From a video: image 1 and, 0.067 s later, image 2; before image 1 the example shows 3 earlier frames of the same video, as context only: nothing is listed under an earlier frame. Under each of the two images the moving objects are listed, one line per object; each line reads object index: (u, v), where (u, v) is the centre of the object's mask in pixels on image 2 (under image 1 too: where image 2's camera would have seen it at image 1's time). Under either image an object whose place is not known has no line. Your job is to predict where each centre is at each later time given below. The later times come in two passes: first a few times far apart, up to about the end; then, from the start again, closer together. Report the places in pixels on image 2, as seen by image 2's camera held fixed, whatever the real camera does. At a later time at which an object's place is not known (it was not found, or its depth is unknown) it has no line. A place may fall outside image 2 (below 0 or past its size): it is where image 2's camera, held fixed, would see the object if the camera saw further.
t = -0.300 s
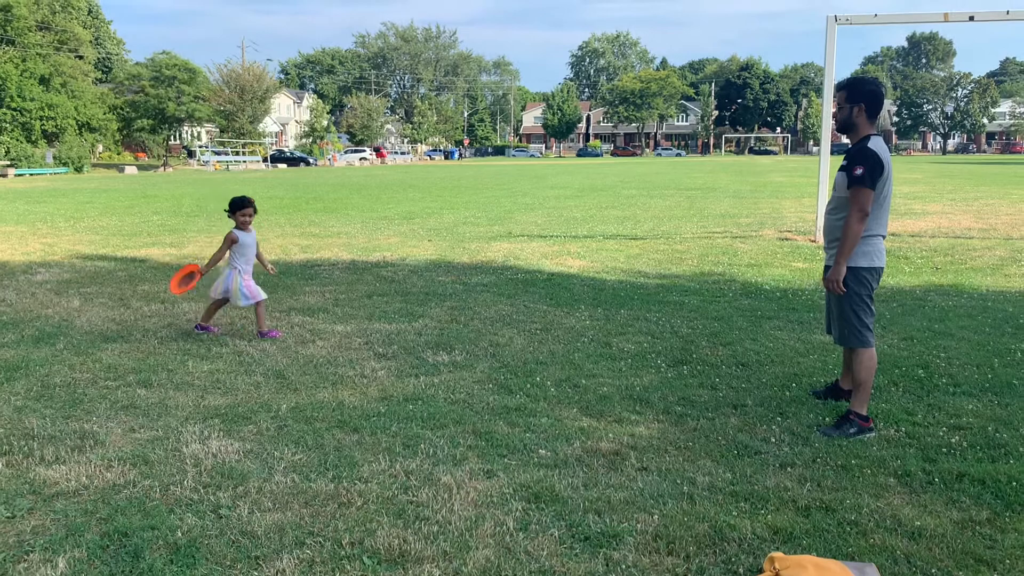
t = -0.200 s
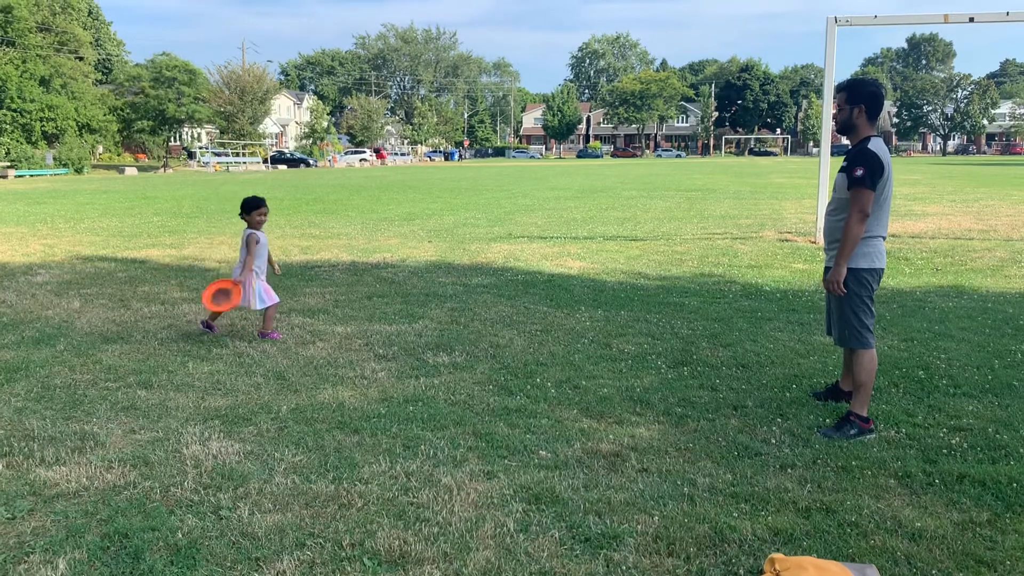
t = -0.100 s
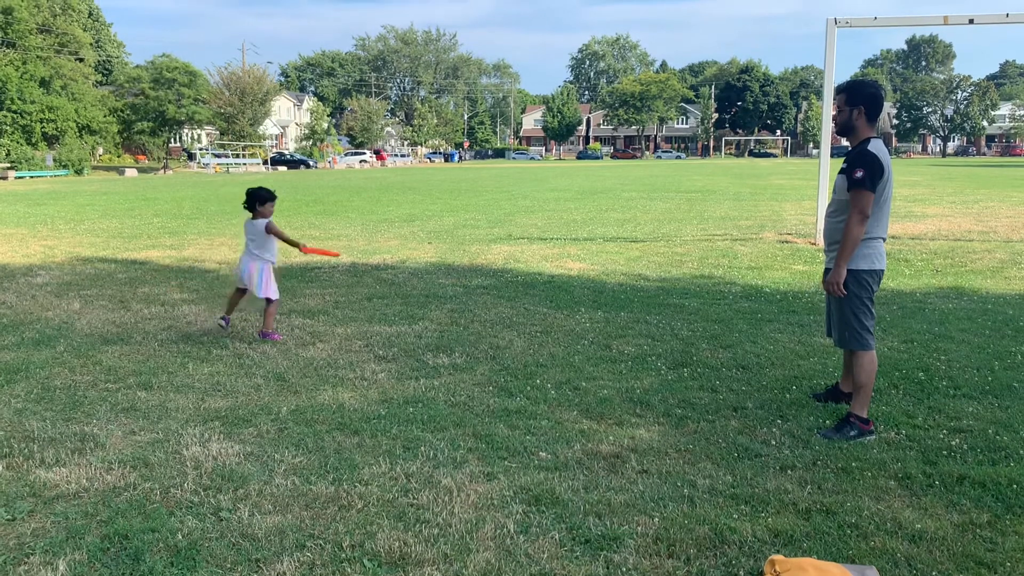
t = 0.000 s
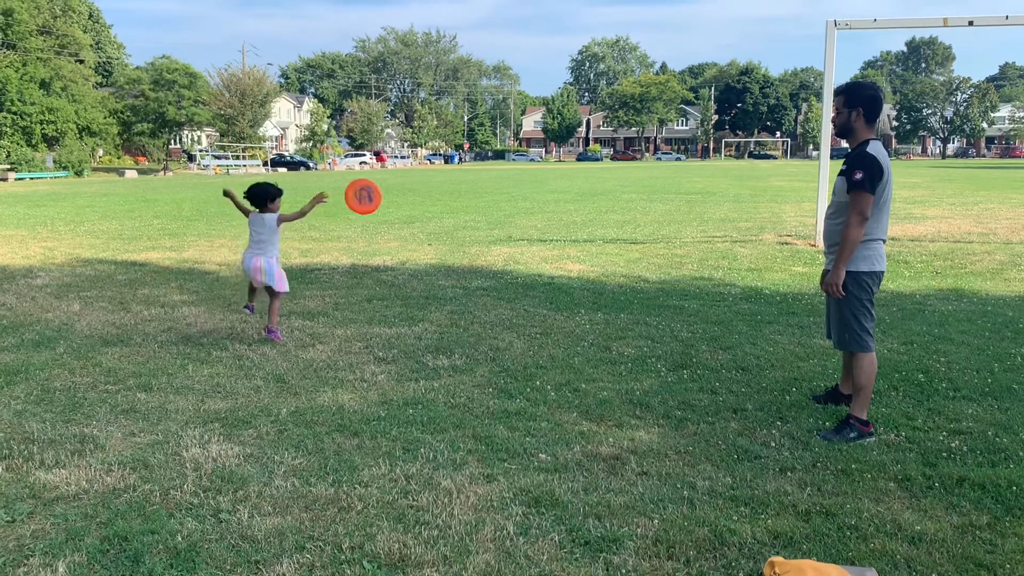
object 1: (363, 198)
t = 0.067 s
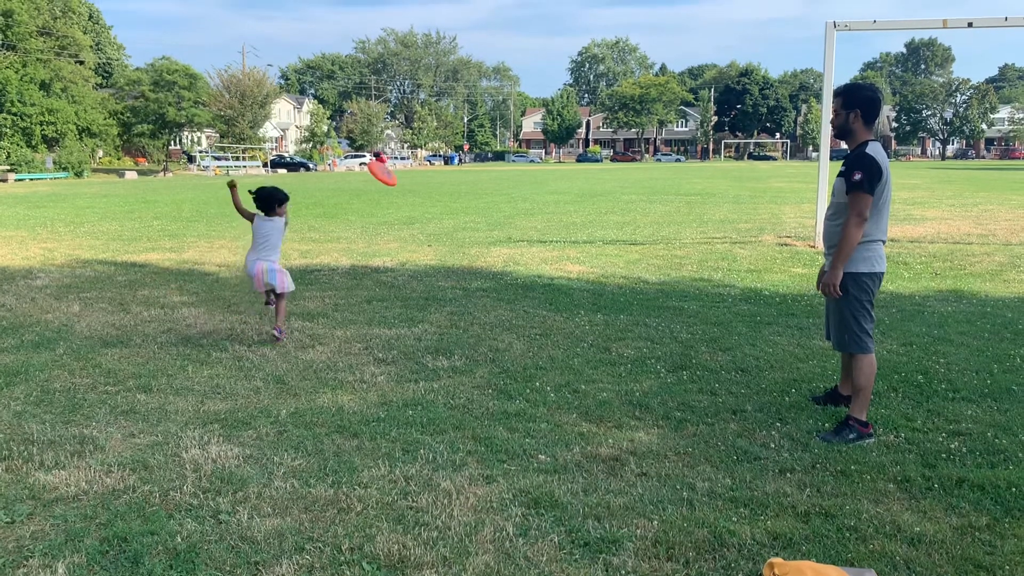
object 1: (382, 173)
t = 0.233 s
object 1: (420, 146)
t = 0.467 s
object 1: (459, 173)
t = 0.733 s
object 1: (489, 258)
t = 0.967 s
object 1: (492, 263)
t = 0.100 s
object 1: (391, 164)
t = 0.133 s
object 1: (399, 157)
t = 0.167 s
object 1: (407, 151)
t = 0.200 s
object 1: (413, 147)
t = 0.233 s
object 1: (420, 146)
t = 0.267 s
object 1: (426, 144)
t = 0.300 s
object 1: (432, 145)
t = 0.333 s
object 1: (437, 149)
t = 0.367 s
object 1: (442, 154)
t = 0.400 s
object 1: (449, 159)
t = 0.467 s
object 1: (459, 173)
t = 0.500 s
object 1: (464, 180)
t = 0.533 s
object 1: (469, 189)
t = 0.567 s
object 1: (473, 199)
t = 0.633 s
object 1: (480, 219)
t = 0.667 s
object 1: (484, 231)
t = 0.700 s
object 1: (486, 244)
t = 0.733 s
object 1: (489, 258)
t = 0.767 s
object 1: (492, 269)
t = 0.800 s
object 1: (491, 270)
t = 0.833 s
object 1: (491, 267)
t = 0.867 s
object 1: (492, 265)
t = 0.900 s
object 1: (492, 264)
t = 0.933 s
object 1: (492, 265)
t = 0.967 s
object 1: (492, 263)
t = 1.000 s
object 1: (492, 261)
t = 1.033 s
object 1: (492, 261)
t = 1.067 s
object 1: (492, 260)
